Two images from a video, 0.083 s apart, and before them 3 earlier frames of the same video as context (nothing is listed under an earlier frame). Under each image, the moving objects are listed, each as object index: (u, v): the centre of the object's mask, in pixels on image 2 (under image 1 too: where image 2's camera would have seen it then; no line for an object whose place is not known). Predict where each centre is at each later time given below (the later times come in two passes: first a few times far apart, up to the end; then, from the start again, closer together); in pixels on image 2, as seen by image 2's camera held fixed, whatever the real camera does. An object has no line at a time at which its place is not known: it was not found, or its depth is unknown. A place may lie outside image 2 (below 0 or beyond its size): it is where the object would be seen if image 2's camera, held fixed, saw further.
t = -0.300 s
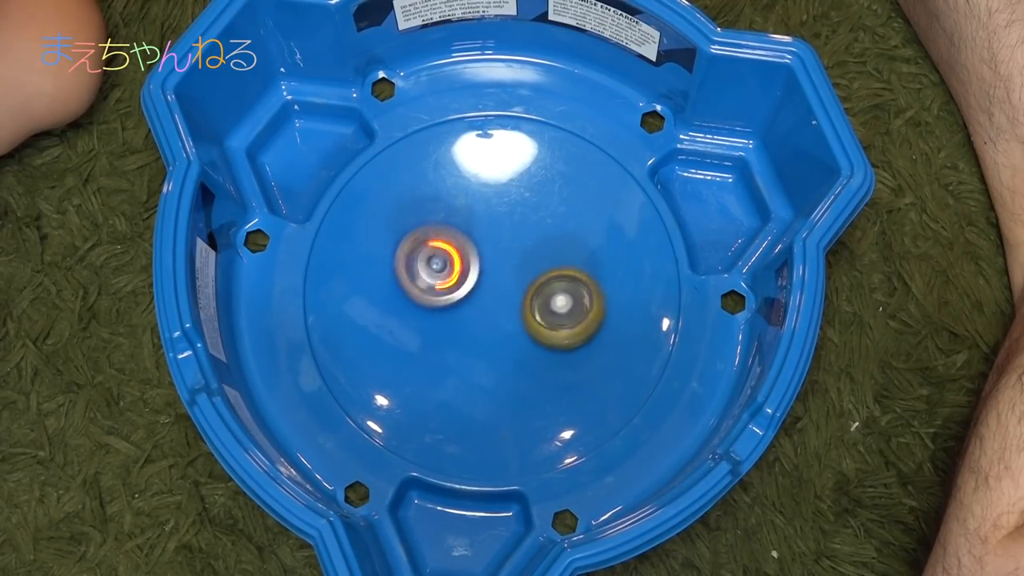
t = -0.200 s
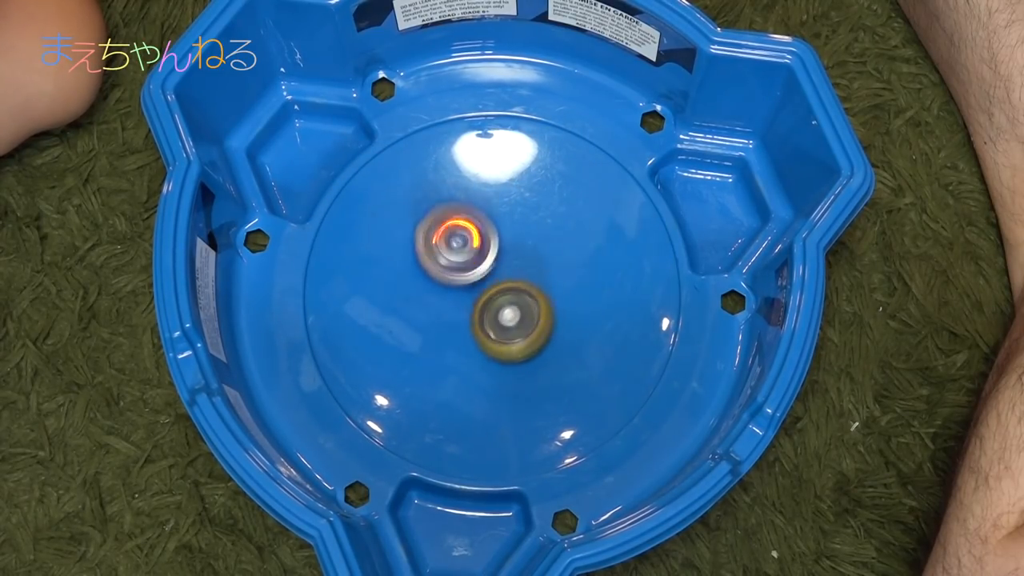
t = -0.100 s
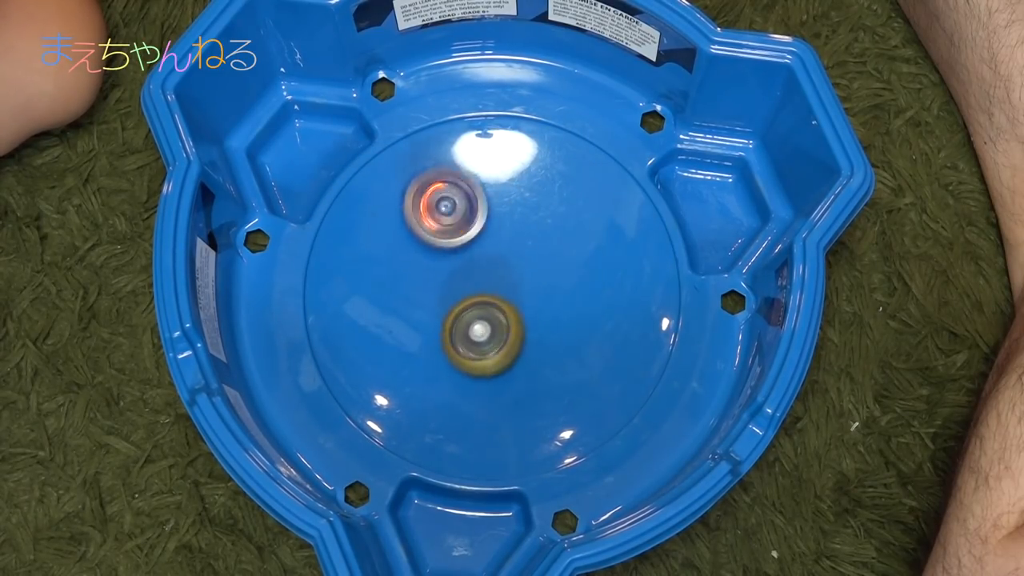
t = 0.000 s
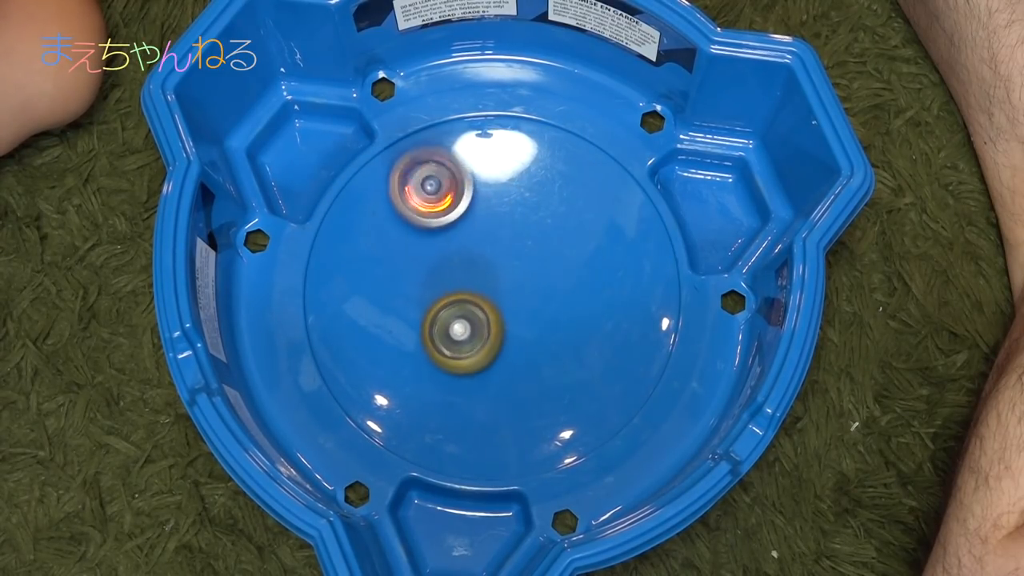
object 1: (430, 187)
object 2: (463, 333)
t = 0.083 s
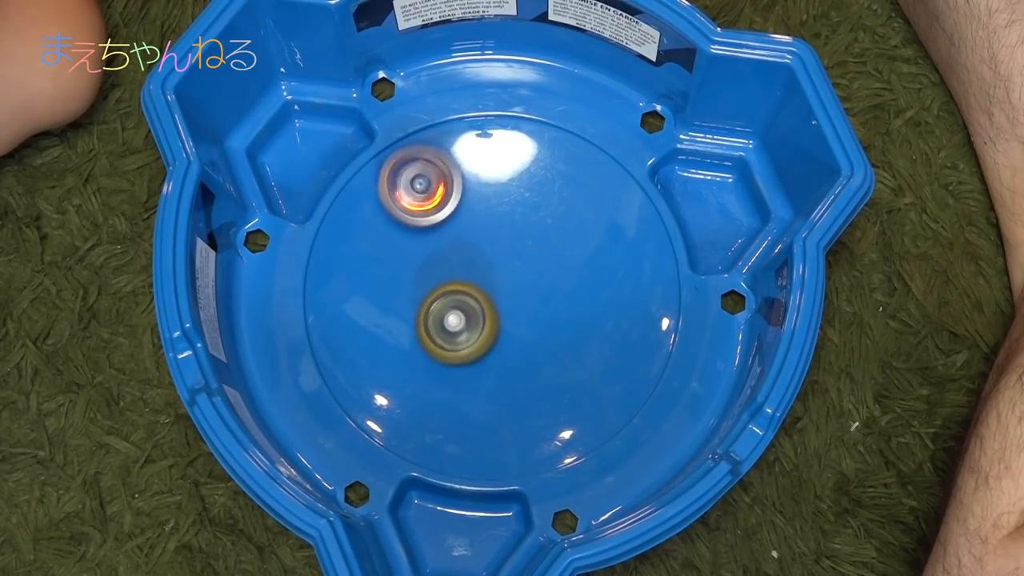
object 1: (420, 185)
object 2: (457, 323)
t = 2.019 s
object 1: (501, 238)
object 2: (480, 328)
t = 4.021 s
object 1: (489, 265)
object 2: (541, 181)
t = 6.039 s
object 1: (456, 302)
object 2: (606, 266)
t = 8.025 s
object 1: (469, 222)
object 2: (553, 352)
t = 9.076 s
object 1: (496, 252)
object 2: (390, 327)
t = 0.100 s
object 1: (418, 187)
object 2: (457, 321)
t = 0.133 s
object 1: (415, 191)
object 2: (456, 316)
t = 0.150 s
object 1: (414, 194)
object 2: (456, 315)
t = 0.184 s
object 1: (412, 202)
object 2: (455, 311)
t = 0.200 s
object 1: (411, 206)
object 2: (455, 309)
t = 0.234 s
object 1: (411, 215)
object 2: (454, 306)
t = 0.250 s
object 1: (410, 221)
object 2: (454, 304)
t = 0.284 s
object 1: (408, 219)
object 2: (460, 313)
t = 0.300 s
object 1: (403, 211)
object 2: (465, 324)
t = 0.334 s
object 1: (395, 197)
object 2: (477, 343)
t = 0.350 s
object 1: (392, 191)
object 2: (481, 352)
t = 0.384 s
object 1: (386, 182)
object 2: (491, 365)
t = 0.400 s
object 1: (384, 179)
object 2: (496, 371)
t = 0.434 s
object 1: (382, 176)
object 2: (502, 380)
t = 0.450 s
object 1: (380, 176)
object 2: (504, 383)
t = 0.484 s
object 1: (380, 179)
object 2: (507, 386)
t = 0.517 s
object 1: (381, 186)
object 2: (507, 387)
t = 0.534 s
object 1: (382, 190)
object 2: (506, 386)
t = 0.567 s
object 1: (386, 201)
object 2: (503, 385)
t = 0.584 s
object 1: (388, 207)
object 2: (502, 383)
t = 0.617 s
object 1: (396, 220)
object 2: (499, 379)
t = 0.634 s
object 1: (400, 226)
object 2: (497, 377)
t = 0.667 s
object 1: (409, 239)
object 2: (493, 371)
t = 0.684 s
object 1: (416, 246)
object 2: (492, 368)
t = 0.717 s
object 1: (429, 258)
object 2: (488, 361)
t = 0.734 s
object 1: (436, 264)
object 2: (486, 357)
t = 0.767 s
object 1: (451, 269)
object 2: (486, 354)
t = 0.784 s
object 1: (455, 264)
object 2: (487, 359)
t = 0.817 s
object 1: (467, 253)
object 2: (490, 365)
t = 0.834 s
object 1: (472, 248)
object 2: (491, 367)
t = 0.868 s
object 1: (484, 236)
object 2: (493, 370)
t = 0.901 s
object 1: (494, 225)
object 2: (494, 368)
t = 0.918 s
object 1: (500, 220)
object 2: (494, 367)
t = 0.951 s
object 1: (509, 209)
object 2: (494, 363)
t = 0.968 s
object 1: (513, 205)
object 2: (494, 360)
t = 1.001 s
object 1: (521, 194)
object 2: (494, 355)
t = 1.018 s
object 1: (523, 191)
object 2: (493, 352)
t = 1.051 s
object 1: (528, 182)
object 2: (493, 345)
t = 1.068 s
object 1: (528, 179)
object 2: (492, 341)
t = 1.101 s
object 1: (530, 173)
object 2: (491, 333)
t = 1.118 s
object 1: (530, 170)
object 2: (491, 329)
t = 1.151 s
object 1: (529, 168)
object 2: (489, 321)
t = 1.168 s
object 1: (528, 166)
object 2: (489, 316)
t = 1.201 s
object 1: (525, 166)
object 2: (487, 309)
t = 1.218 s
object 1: (523, 166)
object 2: (486, 305)
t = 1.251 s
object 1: (517, 168)
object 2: (485, 298)
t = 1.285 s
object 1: (512, 172)
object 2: (483, 291)
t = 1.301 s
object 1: (509, 174)
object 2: (484, 288)
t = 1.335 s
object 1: (503, 184)
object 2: (482, 283)
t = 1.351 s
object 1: (499, 187)
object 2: (481, 281)
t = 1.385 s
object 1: (494, 196)
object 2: (481, 280)
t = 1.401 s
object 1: (491, 192)
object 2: (480, 285)
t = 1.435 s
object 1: (486, 186)
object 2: (480, 296)
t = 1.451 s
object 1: (484, 184)
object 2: (479, 302)
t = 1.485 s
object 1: (479, 181)
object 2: (479, 309)
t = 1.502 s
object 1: (477, 180)
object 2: (479, 313)
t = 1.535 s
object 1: (472, 181)
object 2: (478, 318)
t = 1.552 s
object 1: (471, 182)
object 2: (479, 320)
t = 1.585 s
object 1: (468, 186)
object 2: (478, 322)
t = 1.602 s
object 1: (467, 189)
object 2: (478, 322)
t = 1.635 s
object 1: (466, 196)
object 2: (478, 323)
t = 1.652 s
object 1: (465, 201)
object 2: (477, 323)
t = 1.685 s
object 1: (466, 211)
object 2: (478, 322)
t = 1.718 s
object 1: (468, 222)
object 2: (477, 319)
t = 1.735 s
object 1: (469, 229)
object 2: (477, 319)
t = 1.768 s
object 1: (471, 230)
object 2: (478, 326)
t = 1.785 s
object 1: (472, 229)
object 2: (479, 329)
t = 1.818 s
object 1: (474, 229)
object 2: (480, 335)
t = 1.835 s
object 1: (476, 228)
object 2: (480, 336)
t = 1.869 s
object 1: (479, 229)
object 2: (481, 338)
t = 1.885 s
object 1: (482, 230)
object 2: (481, 338)
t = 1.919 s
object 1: (486, 232)
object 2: (482, 337)
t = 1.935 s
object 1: (489, 233)
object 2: (481, 336)
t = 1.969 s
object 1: (493, 235)
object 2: (482, 333)
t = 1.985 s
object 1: (496, 236)
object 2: (481, 332)
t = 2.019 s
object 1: (501, 238)
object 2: (480, 328)
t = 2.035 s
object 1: (505, 234)
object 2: (479, 333)
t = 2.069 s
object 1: (513, 217)
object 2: (474, 346)
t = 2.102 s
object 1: (520, 202)
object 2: (471, 355)
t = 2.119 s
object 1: (521, 196)
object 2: (469, 358)
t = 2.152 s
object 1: (525, 182)
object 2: (467, 362)
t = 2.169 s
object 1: (524, 176)
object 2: (466, 362)
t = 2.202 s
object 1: (524, 166)
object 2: (465, 362)
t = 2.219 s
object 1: (522, 162)
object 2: (464, 361)
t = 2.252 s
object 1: (518, 155)
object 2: (464, 359)
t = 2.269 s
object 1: (514, 153)
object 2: (463, 357)
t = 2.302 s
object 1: (507, 151)
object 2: (463, 353)
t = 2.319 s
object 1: (502, 150)
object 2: (462, 352)
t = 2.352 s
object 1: (492, 153)
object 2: (463, 346)
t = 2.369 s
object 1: (486, 155)
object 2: (462, 344)
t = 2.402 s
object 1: (476, 162)
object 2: (463, 339)
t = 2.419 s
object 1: (469, 168)
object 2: (463, 336)
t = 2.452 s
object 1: (460, 182)
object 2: (463, 330)
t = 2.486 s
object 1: (451, 198)
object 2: (464, 324)
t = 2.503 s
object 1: (449, 206)
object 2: (465, 321)
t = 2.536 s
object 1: (444, 226)
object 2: (465, 316)
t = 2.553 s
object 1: (444, 227)
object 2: (470, 323)
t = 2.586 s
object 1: (432, 208)
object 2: (481, 350)
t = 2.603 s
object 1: (427, 199)
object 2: (487, 364)
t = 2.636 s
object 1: (417, 184)
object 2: (497, 385)
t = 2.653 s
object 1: (413, 178)
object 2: (502, 395)
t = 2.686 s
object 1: (406, 170)
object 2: (510, 409)
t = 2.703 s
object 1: (403, 167)
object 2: (514, 415)
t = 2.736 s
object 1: (399, 166)
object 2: (518, 423)
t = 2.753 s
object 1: (398, 167)
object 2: (519, 426)
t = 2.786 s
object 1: (397, 173)
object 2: (520, 429)
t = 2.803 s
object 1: (397, 176)
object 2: (519, 430)
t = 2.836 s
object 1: (399, 187)
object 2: (517, 429)
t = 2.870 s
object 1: (402, 201)
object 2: (514, 425)
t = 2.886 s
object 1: (405, 208)
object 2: (513, 422)
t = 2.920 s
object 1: (411, 223)
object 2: (509, 414)
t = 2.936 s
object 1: (415, 231)
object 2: (508, 410)
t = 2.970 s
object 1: (426, 246)
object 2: (504, 399)
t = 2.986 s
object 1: (431, 254)
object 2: (502, 393)
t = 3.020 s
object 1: (445, 268)
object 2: (498, 379)
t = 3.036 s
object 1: (452, 274)
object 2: (496, 372)
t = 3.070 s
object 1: (461, 264)
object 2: (501, 379)
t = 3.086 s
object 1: (453, 230)
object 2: (513, 403)
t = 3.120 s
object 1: (438, 166)
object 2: (535, 448)
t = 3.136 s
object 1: (434, 136)
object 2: (543, 458)
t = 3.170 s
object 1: (428, 84)
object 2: (557, 475)
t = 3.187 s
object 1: (424, 68)
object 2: (562, 482)
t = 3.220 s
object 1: (424, 70)
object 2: (570, 489)
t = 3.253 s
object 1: (423, 81)
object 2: (567, 483)
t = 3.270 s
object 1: (423, 91)
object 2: (566, 480)
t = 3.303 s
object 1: (424, 110)
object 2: (565, 474)
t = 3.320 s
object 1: (426, 117)
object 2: (565, 470)
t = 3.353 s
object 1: (428, 135)
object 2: (563, 463)
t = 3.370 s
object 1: (427, 144)
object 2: (563, 458)
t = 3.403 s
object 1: (431, 170)
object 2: (560, 449)
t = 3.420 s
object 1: (434, 183)
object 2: (558, 444)
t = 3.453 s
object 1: (440, 208)
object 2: (554, 432)
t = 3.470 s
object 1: (443, 221)
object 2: (550, 425)
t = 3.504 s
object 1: (450, 248)
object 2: (542, 407)
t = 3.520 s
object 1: (453, 261)
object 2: (538, 397)
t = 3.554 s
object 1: (463, 287)
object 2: (528, 376)
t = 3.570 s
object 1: (467, 299)
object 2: (523, 365)
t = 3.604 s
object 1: (458, 299)
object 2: (530, 357)
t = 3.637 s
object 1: (447, 297)
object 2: (538, 346)
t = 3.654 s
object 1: (443, 296)
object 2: (541, 340)
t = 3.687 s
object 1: (437, 293)
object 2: (547, 327)
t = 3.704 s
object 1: (434, 291)
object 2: (549, 319)
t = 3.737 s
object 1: (431, 289)
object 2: (553, 304)
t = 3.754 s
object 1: (432, 287)
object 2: (553, 297)
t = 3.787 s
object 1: (435, 285)
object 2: (555, 281)
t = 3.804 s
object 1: (437, 284)
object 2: (556, 271)
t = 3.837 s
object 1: (443, 282)
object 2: (556, 255)
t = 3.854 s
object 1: (447, 282)
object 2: (556, 248)
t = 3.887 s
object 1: (455, 280)
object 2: (555, 233)
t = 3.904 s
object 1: (459, 278)
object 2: (554, 225)
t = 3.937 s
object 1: (468, 275)
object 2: (551, 211)
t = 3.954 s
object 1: (473, 274)
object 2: (549, 205)
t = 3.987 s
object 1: (482, 270)
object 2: (546, 192)
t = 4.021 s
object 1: (489, 265)
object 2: (541, 181)
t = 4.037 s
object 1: (494, 262)
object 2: (538, 176)
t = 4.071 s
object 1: (500, 256)
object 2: (532, 167)
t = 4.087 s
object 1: (502, 254)
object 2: (530, 163)
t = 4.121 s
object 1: (506, 248)
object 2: (522, 157)
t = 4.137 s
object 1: (508, 244)
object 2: (518, 155)
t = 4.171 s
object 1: (510, 238)
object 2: (510, 152)
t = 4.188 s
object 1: (509, 237)
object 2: (507, 149)
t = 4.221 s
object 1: (507, 239)
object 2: (501, 144)
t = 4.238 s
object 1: (506, 240)
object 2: (497, 143)
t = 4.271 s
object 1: (502, 243)
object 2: (490, 143)
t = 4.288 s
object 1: (499, 244)
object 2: (488, 143)
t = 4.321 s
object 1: (495, 248)
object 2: (482, 147)
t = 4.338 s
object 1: (493, 250)
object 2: (478, 151)
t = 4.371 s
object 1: (489, 255)
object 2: (472, 158)
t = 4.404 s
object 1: (485, 261)
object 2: (465, 168)
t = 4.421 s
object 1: (483, 264)
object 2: (461, 173)
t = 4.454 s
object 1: (481, 270)
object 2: (454, 185)
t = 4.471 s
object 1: (480, 274)
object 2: (451, 192)
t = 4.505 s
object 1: (479, 281)
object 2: (444, 206)
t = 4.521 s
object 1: (478, 286)
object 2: (440, 213)
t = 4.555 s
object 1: (480, 298)
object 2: (432, 225)
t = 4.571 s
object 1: (482, 304)
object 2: (429, 231)
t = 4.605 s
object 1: (486, 314)
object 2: (422, 244)
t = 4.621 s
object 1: (488, 320)
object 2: (418, 250)
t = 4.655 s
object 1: (494, 329)
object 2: (412, 263)
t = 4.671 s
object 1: (497, 332)
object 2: (410, 270)
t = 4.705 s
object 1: (505, 338)
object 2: (404, 283)
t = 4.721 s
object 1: (508, 341)
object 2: (401, 288)
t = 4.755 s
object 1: (516, 345)
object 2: (397, 300)
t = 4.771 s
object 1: (521, 346)
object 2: (396, 307)
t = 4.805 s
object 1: (529, 347)
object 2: (393, 318)
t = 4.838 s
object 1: (536, 346)
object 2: (391, 328)
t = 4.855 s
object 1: (540, 345)
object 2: (390, 332)
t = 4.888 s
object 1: (546, 341)
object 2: (390, 341)
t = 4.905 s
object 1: (549, 337)
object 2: (390, 345)
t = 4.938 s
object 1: (553, 330)
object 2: (392, 352)
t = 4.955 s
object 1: (554, 327)
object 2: (392, 354)
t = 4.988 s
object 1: (555, 318)
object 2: (395, 360)
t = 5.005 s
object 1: (554, 312)
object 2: (397, 363)
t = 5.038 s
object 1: (550, 302)
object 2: (401, 366)
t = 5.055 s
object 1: (548, 297)
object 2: (403, 367)
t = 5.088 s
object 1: (540, 288)
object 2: (408, 369)
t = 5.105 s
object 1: (535, 282)
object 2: (411, 371)
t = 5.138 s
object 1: (524, 275)
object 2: (418, 371)
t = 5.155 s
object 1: (519, 271)
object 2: (421, 370)
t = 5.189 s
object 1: (505, 266)
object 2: (429, 369)
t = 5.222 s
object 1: (491, 263)
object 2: (437, 367)
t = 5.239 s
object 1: (484, 264)
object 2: (442, 367)
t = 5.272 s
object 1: (470, 265)
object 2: (451, 364)
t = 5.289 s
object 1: (463, 265)
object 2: (456, 362)
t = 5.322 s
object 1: (450, 268)
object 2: (465, 359)
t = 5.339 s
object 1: (444, 270)
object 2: (470, 358)
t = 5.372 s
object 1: (432, 271)
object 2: (480, 358)
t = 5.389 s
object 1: (426, 271)
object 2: (485, 359)
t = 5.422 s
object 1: (416, 273)
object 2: (495, 359)
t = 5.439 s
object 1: (413, 275)
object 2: (499, 358)
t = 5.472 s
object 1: (405, 279)
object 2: (509, 358)
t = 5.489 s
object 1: (401, 282)
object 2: (514, 358)
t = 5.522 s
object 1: (396, 289)
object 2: (522, 357)
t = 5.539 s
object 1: (395, 292)
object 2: (526, 355)
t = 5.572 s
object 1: (392, 300)
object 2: (534, 353)
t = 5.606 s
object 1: (392, 308)
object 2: (541, 351)
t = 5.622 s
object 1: (393, 313)
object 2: (544, 349)
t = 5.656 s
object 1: (397, 321)
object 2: (550, 346)
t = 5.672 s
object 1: (400, 324)
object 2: (553, 345)
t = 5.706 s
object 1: (407, 330)
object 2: (558, 341)
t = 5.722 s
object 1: (412, 332)
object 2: (560, 338)
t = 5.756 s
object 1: (422, 336)
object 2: (564, 333)
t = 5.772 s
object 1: (428, 337)
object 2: (565, 331)
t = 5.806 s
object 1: (440, 338)
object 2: (567, 325)
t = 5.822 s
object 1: (447, 336)
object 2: (568, 323)
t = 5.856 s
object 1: (460, 333)
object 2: (569, 316)
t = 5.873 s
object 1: (466, 331)
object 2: (569, 313)
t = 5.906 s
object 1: (478, 323)
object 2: (568, 306)
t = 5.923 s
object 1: (480, 319)
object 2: (569, 303)
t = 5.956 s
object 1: (473, 315)
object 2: (582, 291)
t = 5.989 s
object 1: (466, 312)
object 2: (593, 281)
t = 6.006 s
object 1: (464, 308)
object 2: (598, 275)
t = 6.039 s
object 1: (456, 302)
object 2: (606, 266)
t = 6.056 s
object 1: (453, 300)
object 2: (609, 263)
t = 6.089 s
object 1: (447, 294)
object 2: (614, 254)
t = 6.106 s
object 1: (443, 292)
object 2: (616, 251)
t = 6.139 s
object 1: (437, 287)
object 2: (617, 245)
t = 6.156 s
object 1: (435, 285)
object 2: (617, 242)
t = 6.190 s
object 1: (430, 281)
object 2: (613, 239)
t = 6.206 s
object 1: (426, 280)
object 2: (611, 237)
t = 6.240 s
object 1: (422, 277)
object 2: (604, 235)
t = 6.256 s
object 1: (419, 276)
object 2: (600, 235)
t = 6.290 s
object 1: (415, 274)
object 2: (590, 233)
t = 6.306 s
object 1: (414, 274)
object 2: (584, 233)
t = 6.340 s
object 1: (411, 273)
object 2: (572, 233)
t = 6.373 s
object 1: (409, 274)
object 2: (557, 233)
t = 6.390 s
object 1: (408, 275)
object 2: (549, 232)
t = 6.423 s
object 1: (409, 277)
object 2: (532, 232)
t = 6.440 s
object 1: (409, 277)
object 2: (523, 232)
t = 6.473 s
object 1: (411, 279)
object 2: (505, 231)
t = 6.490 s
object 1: (414, 281)
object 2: (496, 232)
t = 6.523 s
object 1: (418, 283)
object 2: (478, 230)
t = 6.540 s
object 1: (417, 288)
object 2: (472, 229)
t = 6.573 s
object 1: (415, 296)
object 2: (461, 222)
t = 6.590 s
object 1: (414, 300)
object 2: (456, 220)
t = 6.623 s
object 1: (417, 306)
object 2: (446, 214)
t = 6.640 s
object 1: (418, 309)
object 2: (440, 212)
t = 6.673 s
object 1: (424, 313)
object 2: (431, 208)
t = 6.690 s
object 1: (427, 315)
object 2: (425, 207)
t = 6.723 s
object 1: (436, 317)
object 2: (416, 205)
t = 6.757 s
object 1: (445, 317)
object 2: (407, 204)
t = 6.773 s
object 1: (450, 316)
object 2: (403, 205)
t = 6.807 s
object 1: (459, 315)
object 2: (396, 207)
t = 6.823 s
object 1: (465, 312)
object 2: (393, 209)
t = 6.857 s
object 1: (475, 307)
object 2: (387, 213)
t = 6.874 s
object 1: (480, 303)
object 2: (385, 216)
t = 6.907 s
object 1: (488, 295)
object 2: (382, 222)
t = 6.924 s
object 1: (491, 292)
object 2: (380, 226)
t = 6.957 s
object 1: (498, 282)
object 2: (379, 235)
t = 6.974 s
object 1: (500, 277)
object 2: (379, 240)
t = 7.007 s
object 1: (504, 267)
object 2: (381, 251)
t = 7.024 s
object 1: (505, 261)
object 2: (382, 256)
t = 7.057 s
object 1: (506, 251)
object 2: (385, 268)
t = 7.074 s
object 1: (505, 247)
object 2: (387, 274)
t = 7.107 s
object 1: (504, 237)
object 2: (393, 286)
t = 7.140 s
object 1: (500, 227)
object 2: (399, 298)
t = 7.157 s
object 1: (497, 225)
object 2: (402, 304)
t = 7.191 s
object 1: (491, 218)
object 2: (409, 316)
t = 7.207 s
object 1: (487, 215)
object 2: (412, 321)
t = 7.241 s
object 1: (479, 211)
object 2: (420, 332)
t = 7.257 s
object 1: (476, 211)
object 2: (424, 337)
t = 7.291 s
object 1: (467, 210)
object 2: (431, 347)
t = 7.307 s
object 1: (462, 211)
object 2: (435, 352)
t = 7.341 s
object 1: (454, 214)
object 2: (443, 360)
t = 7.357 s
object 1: (449, 217)
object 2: (446, 364)
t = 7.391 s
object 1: (442, 225)
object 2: (454, 371)
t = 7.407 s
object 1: (439, 228)
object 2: (457, 374)
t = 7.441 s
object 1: (435, 239)
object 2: (465, 380)
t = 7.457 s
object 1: (433, 245)
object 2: (468, 382)
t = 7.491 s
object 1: (432, 257)
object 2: (475, 386)
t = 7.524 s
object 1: (433, 269)
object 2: (482, 389)
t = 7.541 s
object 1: (435, 276)
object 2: (486, 390)
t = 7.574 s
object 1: (440, 287)
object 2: (492, 390)
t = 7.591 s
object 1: (442, 292)
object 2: (495, 390)
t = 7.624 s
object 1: (449, 302)
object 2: (502, 390)
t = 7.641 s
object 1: (455, 306)
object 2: (506, 389)
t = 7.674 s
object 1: (463, 314)
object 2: (512, 387)
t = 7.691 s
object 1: (469, 308)
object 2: (518, 392)
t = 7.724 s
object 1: (470, 296)
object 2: (529, 401)
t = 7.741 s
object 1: (472, 289)
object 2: (533, 403)
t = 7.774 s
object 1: (474, 278)
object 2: (541, 405)
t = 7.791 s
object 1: (474, 273)
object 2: (544, 405)
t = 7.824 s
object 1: (477, 262)
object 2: (548, 403)
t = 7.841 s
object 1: (476, 257)
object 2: (551, 402)
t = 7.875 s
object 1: (477, 250)
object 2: (553, 397)
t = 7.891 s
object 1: (477, 245)
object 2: (555, 394)
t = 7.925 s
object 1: (476, 239)
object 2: (555, 386)
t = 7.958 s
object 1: (475, 232)
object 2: (555, 376)
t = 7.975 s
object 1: (473, 229)
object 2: (555, 371)
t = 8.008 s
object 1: (470, 224)
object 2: (553, 359)
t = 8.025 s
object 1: (469, 222)
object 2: (553, 352)
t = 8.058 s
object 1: (465, 218)
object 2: (551, 338)
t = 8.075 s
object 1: (463, 218)
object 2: (551, 330)
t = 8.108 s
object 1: (458, 216)
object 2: (549, 315)
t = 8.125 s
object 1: (457, 216)
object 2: (548, 306)
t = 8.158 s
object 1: (453, 218)
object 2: (546, 290)
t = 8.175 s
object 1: (451, 220)
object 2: (545, 281)
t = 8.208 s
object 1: (448, 223)
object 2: (542, 265)
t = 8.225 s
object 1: (446, 227)
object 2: (541, 257)
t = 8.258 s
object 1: (445, 234)
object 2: (538, 241)
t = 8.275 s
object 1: (444, 237)
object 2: (537, 233)
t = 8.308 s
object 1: (444, 246)
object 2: (534, 218)
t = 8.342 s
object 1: (447, 254)
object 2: (531, 204)
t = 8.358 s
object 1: (448, 259)
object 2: (529, 197)
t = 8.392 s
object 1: (453, 268)
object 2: (526, 185)
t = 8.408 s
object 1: (455, 272)
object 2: (523, 179)
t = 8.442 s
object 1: (462, 279)
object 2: (519, 167)
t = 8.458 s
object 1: (466, 282)
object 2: (515, 162)
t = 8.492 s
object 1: (474, 288)
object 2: (510, 154)
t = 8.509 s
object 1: (478, 290)
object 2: (507, 152)
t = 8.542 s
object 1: (486, 294)
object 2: (501, 149)
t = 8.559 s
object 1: (492, 296)
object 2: (498, 149)
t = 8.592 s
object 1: (501, 297)
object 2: (492, 150)
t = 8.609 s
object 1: (506, 298)
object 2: (490, 152)
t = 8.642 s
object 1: (514, 297)
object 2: (483, 156)
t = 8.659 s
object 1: (518, 297)
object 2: (480, 160)
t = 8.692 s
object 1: (526, 295)
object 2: (471, 168)
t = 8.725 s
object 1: (532, 291)
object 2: (463, 178)
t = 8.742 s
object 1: (535, 290)
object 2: (459, 185)
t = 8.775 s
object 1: (539, 284)
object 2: (451, 197)
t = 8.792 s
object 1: (540, 282)
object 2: (447, 204)
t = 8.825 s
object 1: (543, 276)
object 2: (438, 217)
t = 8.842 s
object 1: (542, 273)
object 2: (434, 225)
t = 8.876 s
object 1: (541, 267)
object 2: (426, 241)
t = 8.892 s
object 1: (539, 264)
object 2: (422, 248)
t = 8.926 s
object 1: (534, 259)
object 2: (415, 264)
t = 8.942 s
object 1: (531, 257)
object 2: (412, 272)
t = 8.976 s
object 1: (523, 253)
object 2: (405, 287)
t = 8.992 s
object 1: (520, 252)
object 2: (403, 293)
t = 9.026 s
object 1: (511, 251)
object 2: (397, 308)
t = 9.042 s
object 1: (506, 251)
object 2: (395, 313)
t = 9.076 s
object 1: (496, 252)
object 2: (390, 327)
